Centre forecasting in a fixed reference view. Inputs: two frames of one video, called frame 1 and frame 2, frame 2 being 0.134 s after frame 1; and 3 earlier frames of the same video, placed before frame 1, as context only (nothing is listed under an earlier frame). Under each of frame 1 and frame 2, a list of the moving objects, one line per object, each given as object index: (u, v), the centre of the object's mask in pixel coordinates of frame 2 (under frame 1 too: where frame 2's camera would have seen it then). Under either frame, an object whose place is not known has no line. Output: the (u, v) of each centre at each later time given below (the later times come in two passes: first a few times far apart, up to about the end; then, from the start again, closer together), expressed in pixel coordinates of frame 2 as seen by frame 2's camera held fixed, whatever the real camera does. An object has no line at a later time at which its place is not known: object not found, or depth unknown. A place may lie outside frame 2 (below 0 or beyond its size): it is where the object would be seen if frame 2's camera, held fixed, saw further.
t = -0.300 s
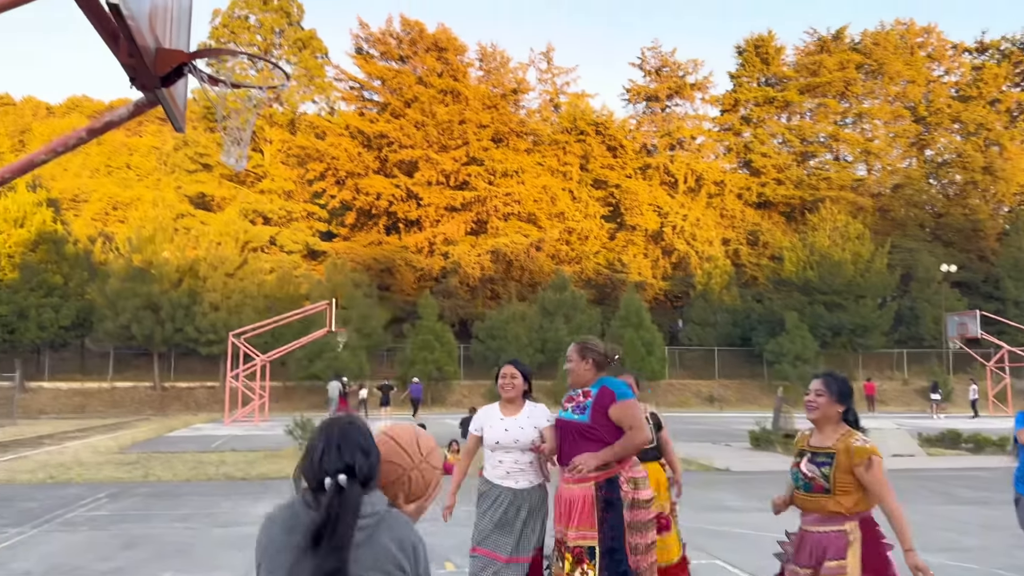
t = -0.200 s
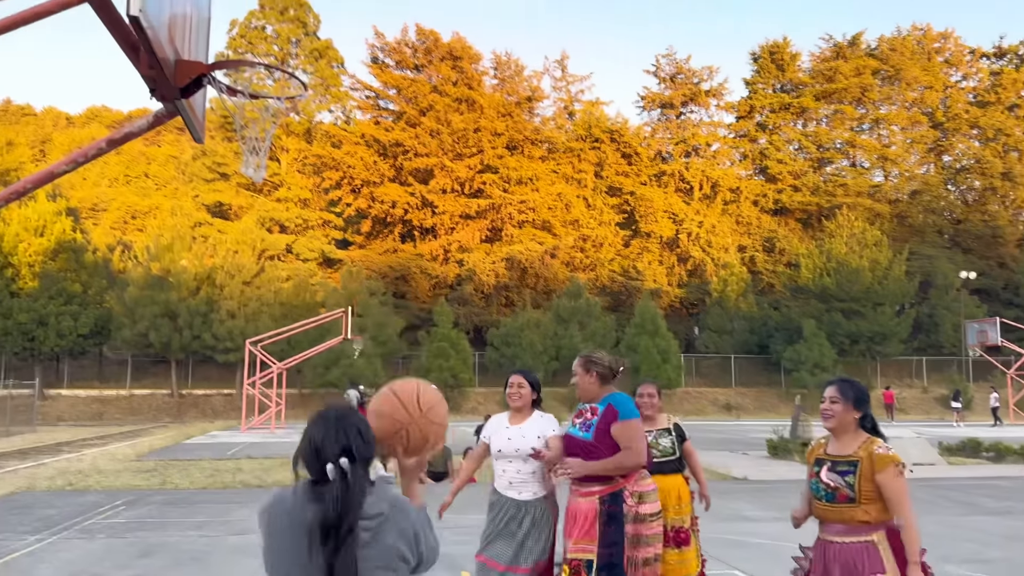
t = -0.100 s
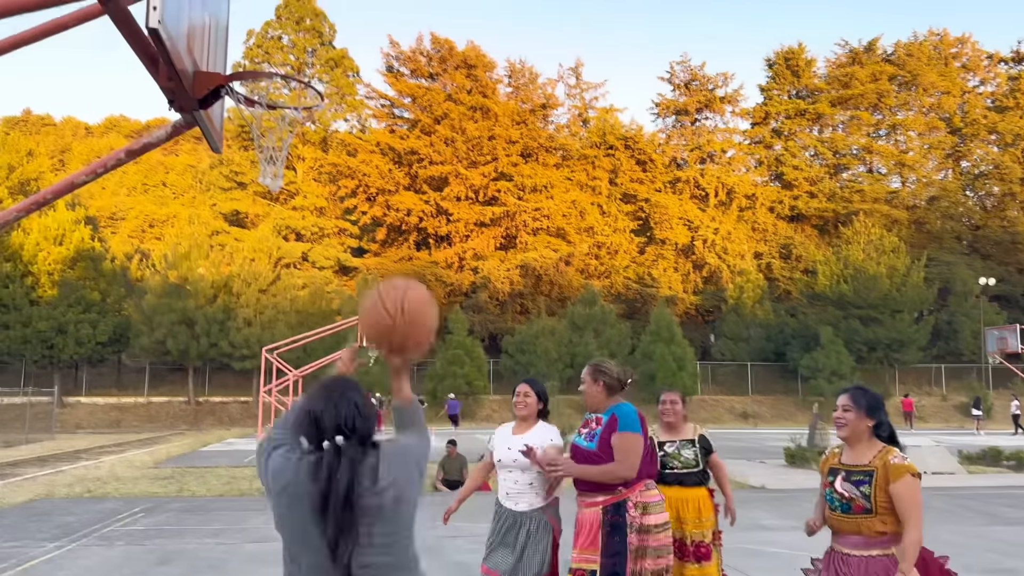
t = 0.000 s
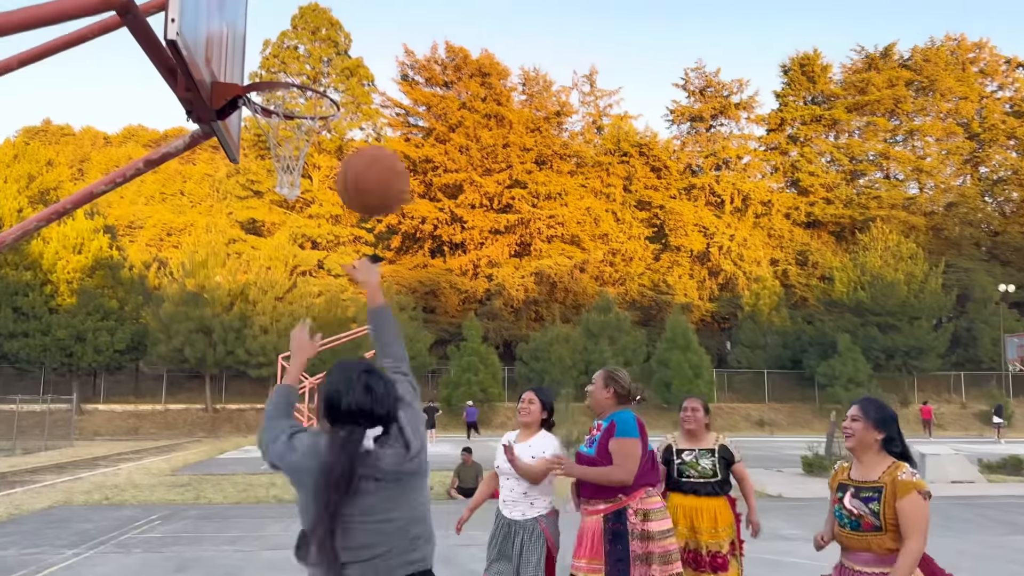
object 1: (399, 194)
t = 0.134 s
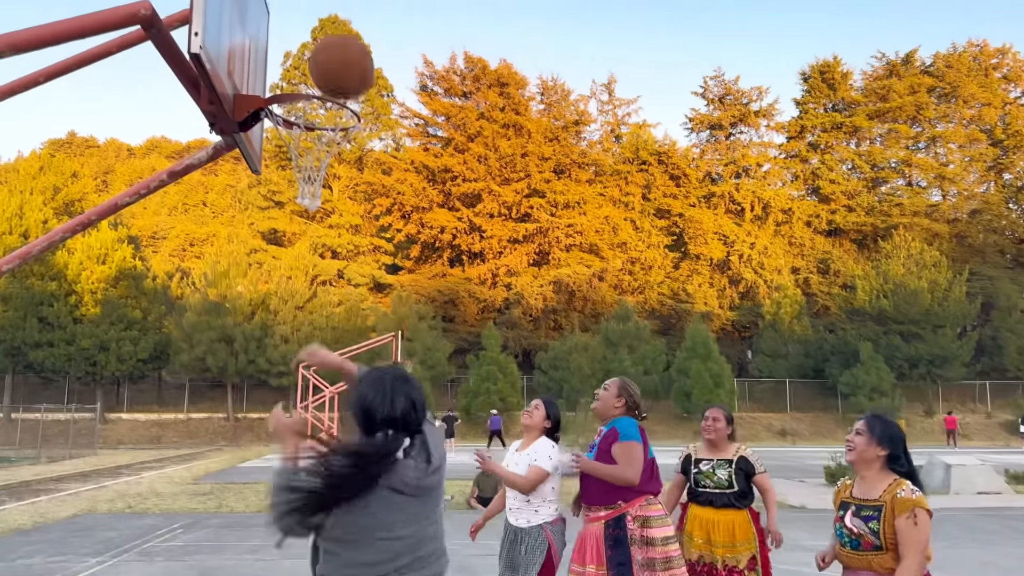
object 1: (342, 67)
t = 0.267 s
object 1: (295, 10)
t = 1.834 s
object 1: (327, 282)
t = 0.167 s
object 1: (329, 47)
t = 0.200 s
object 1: (317, 30)
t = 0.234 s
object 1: (306, 17)
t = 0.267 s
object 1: (295, 10)
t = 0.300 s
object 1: (285, 4)
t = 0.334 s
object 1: (274, 0)
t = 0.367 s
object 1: (264, -3)
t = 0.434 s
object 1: (247, -3)
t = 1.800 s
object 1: (326, 263)
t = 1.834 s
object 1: (327, 282)
